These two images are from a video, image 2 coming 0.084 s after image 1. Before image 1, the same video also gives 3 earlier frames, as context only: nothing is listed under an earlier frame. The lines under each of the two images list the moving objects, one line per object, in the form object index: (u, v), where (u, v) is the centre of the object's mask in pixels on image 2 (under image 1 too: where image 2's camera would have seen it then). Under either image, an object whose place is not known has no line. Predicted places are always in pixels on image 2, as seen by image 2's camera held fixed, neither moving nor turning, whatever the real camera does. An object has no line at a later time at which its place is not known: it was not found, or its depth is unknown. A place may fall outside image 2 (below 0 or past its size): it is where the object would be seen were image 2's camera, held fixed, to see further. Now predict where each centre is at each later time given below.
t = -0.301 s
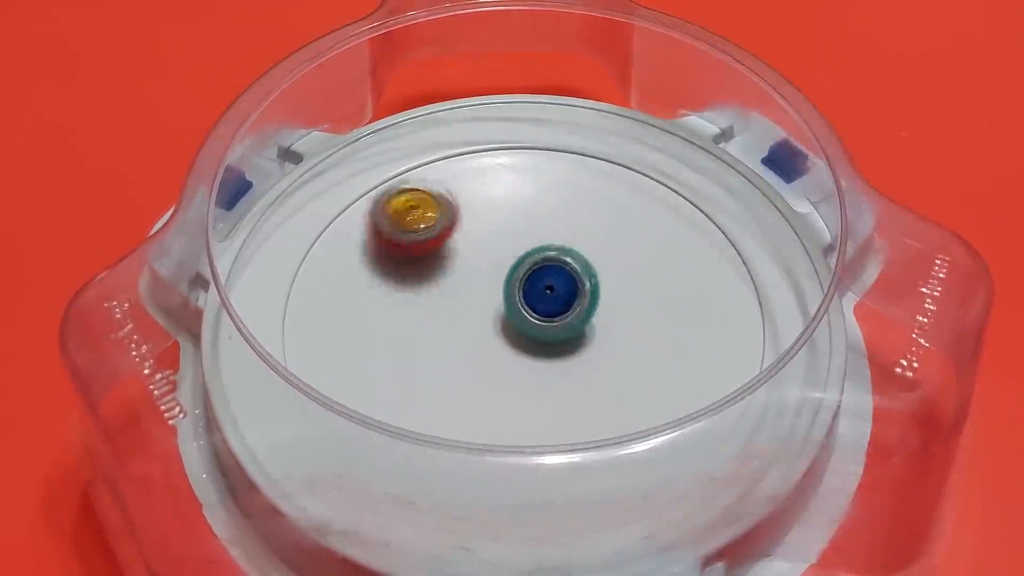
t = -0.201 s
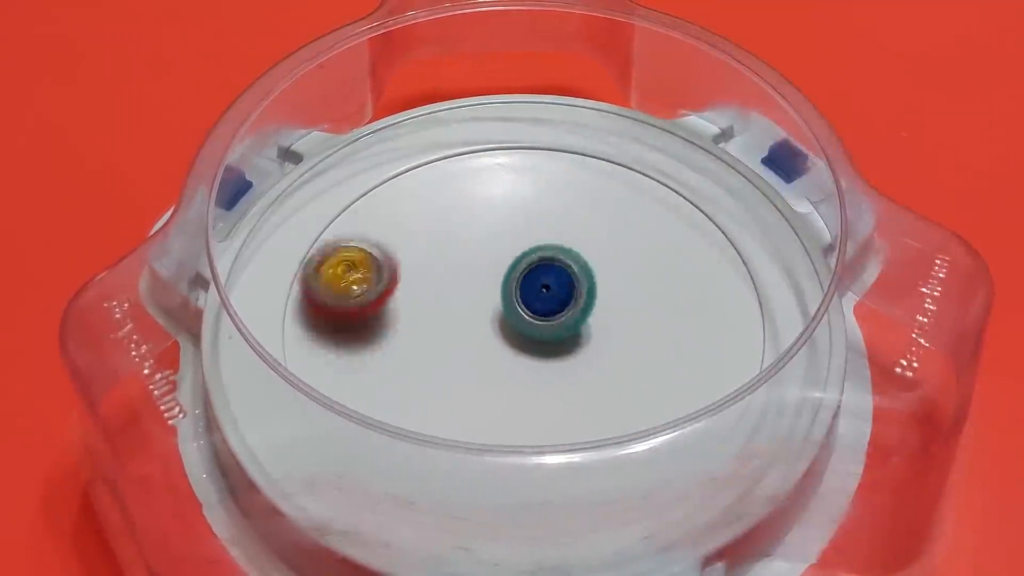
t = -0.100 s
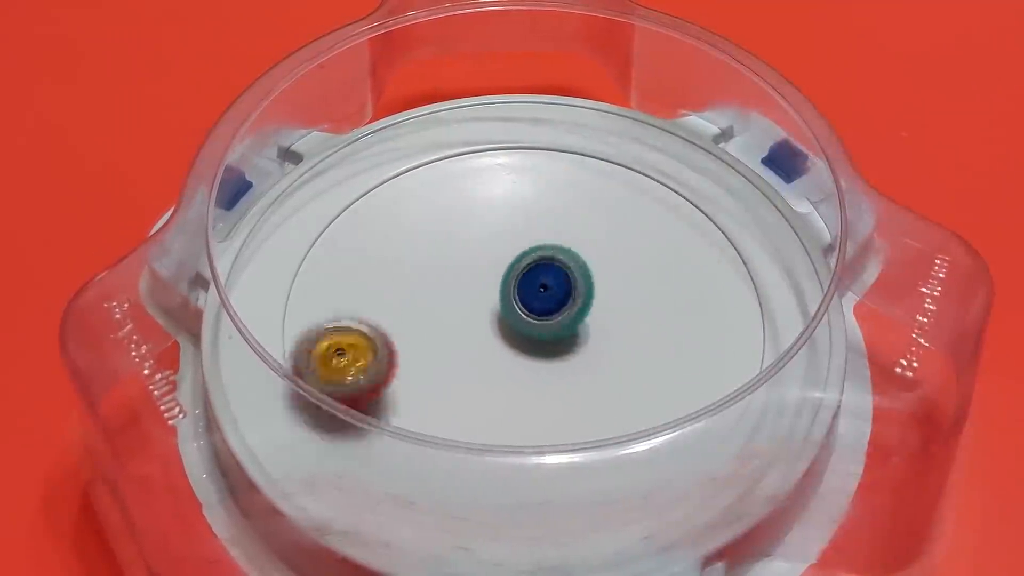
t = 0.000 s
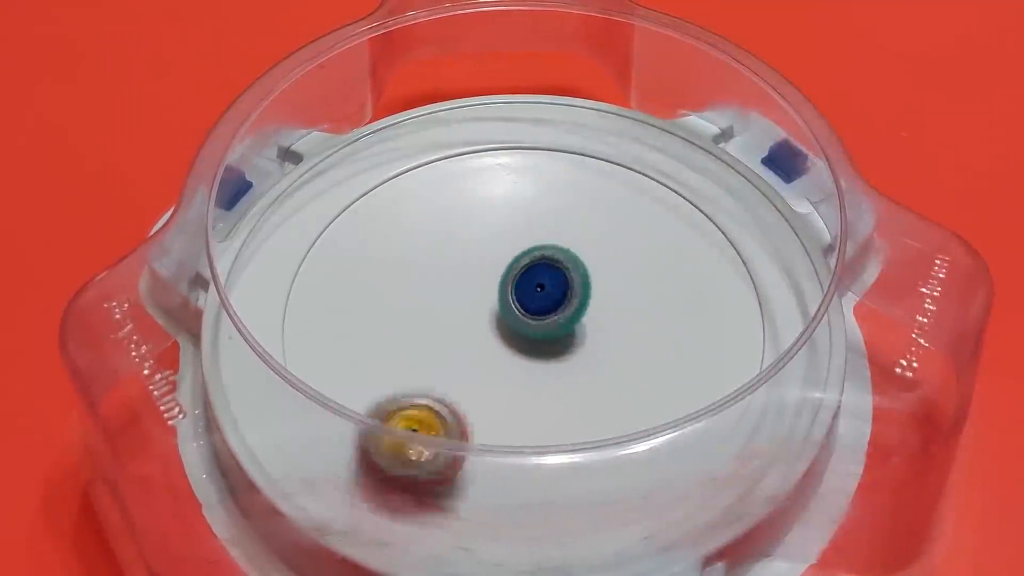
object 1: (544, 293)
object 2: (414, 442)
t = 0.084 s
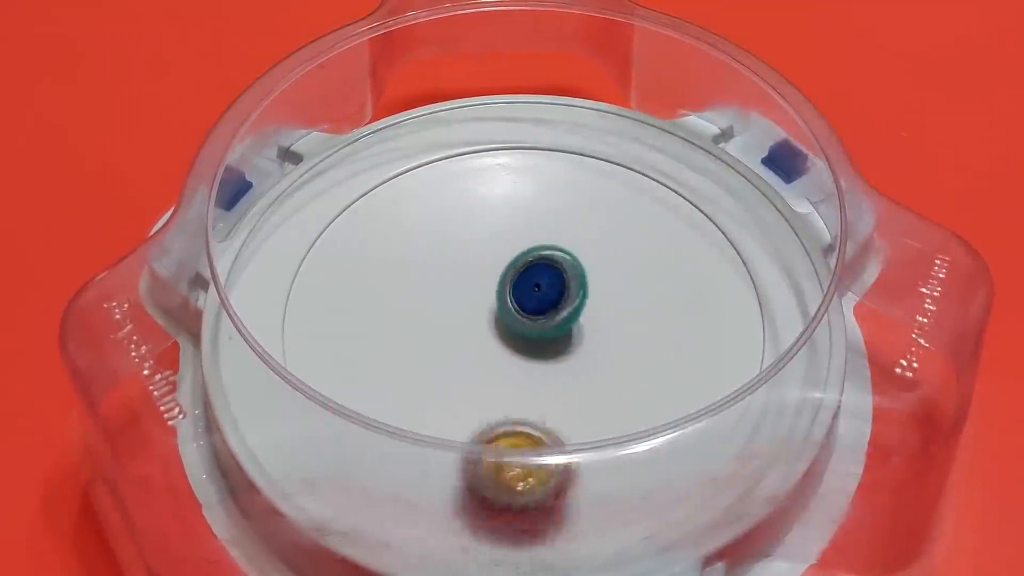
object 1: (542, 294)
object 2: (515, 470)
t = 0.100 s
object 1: (542, 293)
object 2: (540, 476)
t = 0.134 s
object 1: (541, 293)
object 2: (589, 467)
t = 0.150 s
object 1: (541, 293)
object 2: (610, 476)
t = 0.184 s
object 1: (540, 293)
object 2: (653, 448)
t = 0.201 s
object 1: (540, 294)
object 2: (670, 437)
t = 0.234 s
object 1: (539, 293)
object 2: (709, 412)
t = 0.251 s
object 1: (539, 293)
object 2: (724, 395)
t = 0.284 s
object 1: (539, 293)
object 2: (740, 362)
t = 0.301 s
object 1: (538, 294)
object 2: (741, 340)
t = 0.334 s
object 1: (538, 293)
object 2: (748, 306)
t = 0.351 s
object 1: (538, 294)
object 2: (745, 286)
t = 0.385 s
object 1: (537, 294)
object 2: (736, 248)
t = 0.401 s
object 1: (537, 293)
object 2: (730, 230)
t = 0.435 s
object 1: (537, 293)
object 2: (706, 196)
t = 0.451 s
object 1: (537, 293)
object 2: (690, 182)
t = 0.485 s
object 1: (536, 293)
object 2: (653, 155)
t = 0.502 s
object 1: (536, 292)
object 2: (634, 145)
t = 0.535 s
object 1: (536, 293)
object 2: (588, 131)
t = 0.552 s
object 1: (536, 292)
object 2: (563, 128)
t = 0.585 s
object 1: (536, 292)
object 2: (511, 127)
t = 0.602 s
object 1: (536, 293)
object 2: (484, 129)
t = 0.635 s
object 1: (536, 292)
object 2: (429, 140)
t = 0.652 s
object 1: (536, 292)
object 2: (400, 150)
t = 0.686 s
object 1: (536, 292)
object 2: (351, 178)
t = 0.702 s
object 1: (536, 292)
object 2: (327, 192)
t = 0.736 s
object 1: (536, 291)
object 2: (280, 228)
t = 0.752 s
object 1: (536, 292)
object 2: (261, 242)
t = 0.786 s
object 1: (537, 292)
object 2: (264, 289)
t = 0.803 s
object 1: (536, 293)
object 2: (267, 311)
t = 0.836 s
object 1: (535, 293)
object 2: (282, 372)
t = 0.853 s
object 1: (535, 294)
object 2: (295, 398)
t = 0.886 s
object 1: (535, 293)
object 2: (331, 449)
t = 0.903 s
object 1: (535, 293)
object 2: (353, 475)
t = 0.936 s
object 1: (536, 293)
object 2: (409, 513)
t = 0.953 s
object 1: (536, 292)
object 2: (445, 519)
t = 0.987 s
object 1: (537, 293)
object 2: (525, 521)
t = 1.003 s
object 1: (537, 293)
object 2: (568, 520)
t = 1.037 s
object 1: (536, 293)
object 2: (643, 511)
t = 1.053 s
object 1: (536, 293)
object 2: (678, 499)
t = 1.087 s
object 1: (536, 293)
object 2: (736, 452)
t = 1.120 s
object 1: (536, 293)
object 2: (783, 406)
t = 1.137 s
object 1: (536, 293)
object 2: (801, 391)
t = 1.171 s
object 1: (536, 292)
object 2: (836, 336)
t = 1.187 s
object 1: (537, 293)
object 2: (844, 313)
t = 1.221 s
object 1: (534, 295)
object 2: (837, 296)
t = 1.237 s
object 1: (533, 296)
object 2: (819, 298)
